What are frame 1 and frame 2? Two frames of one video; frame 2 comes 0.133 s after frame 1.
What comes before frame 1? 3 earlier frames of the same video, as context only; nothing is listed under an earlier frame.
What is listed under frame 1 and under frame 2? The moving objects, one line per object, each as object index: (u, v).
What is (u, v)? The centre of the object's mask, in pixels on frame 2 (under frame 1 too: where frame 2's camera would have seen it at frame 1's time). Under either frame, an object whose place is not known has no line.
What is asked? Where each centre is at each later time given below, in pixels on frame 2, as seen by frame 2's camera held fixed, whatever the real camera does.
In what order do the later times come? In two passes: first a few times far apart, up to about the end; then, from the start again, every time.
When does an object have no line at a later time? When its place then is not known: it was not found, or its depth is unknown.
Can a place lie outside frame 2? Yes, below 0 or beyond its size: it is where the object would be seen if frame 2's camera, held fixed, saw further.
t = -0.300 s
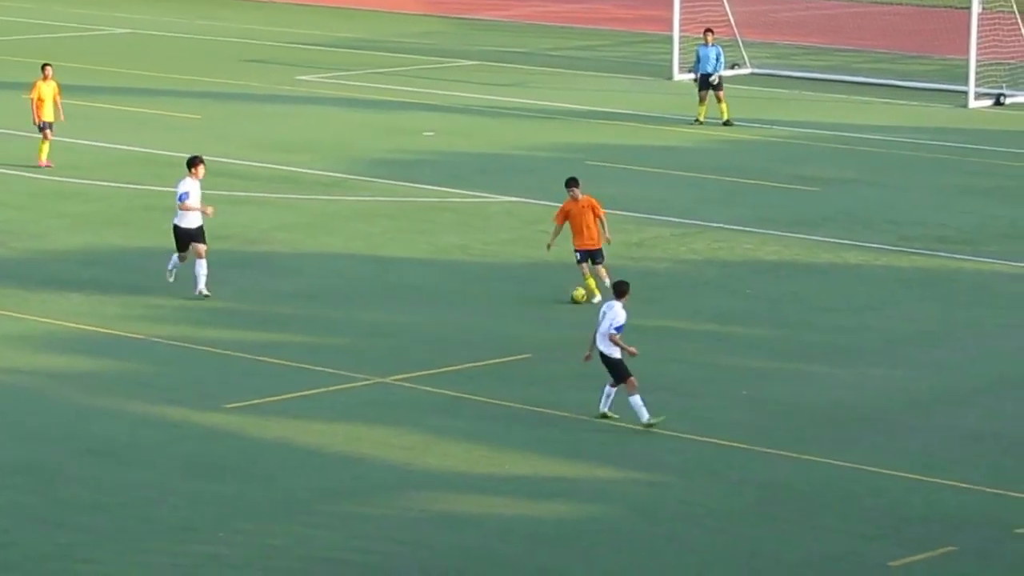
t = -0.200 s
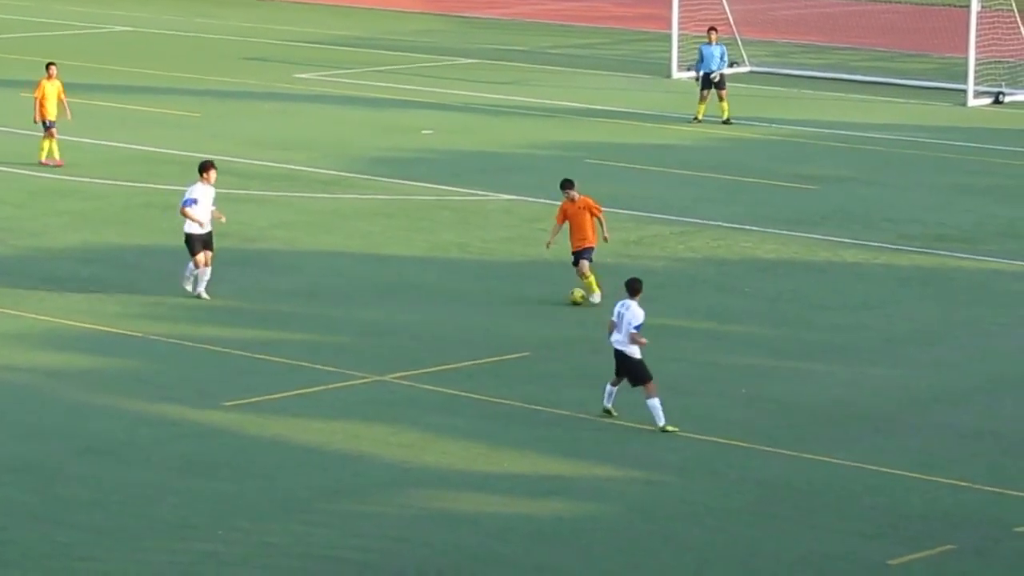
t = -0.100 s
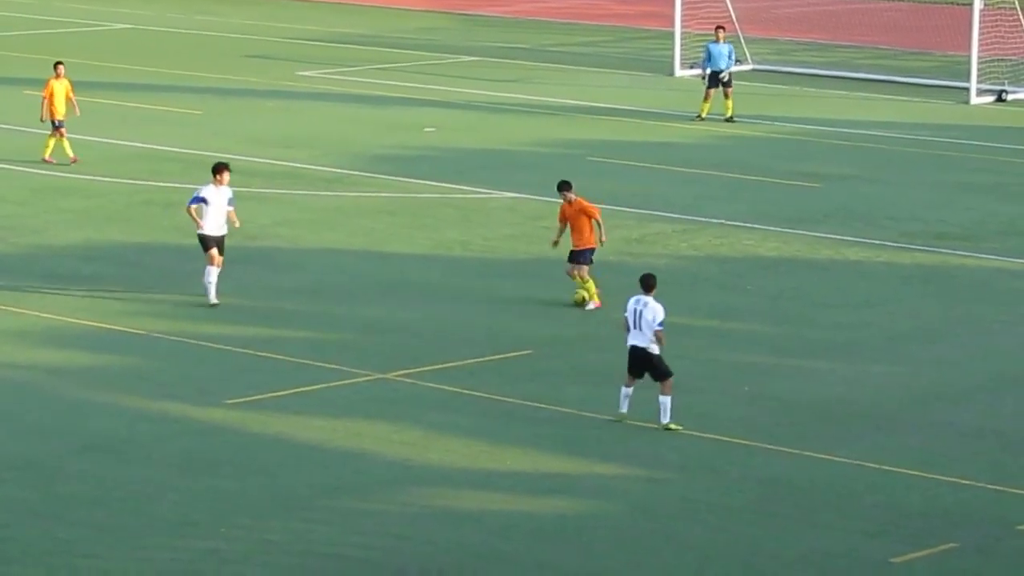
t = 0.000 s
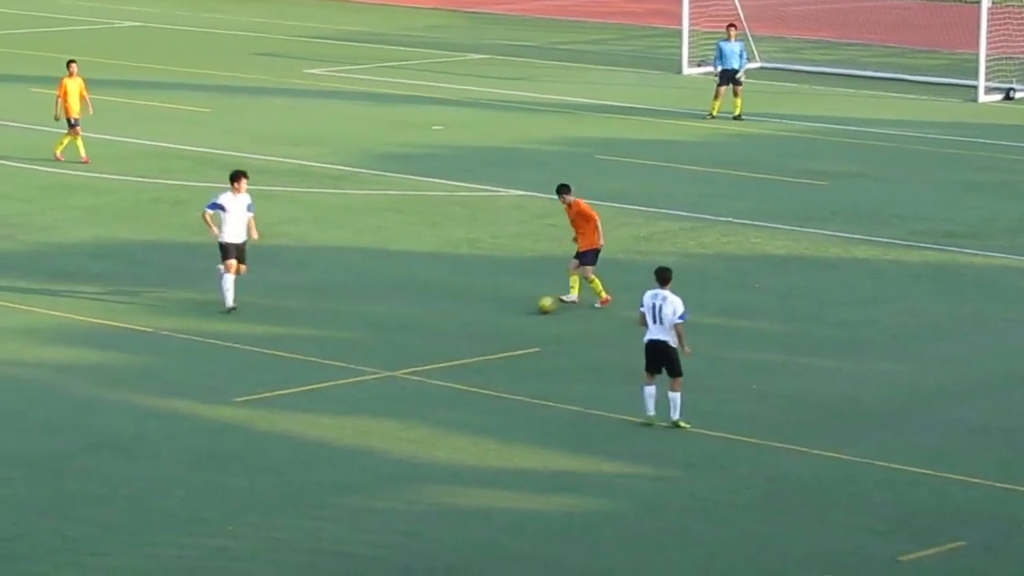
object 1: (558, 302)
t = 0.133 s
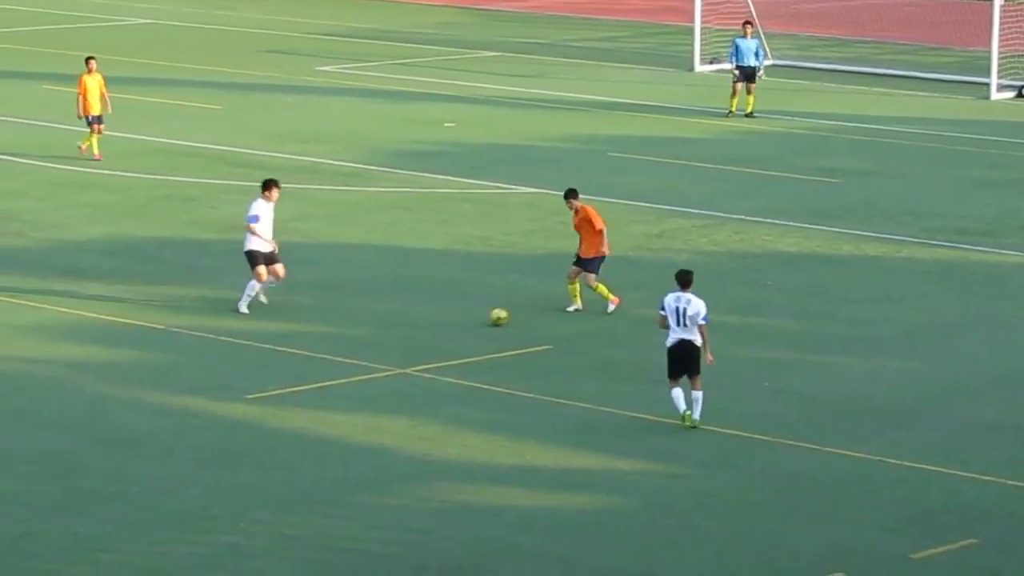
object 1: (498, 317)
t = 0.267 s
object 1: (443, 331)
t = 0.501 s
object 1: (355, 351)
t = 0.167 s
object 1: (484, 320)
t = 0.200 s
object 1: (470, 323)
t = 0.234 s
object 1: (456, 327)
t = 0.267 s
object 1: (443, 331)
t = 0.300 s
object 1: (429, 333)
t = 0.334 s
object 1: (417, 335)
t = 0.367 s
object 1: (403, 338)
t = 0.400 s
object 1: (391, 343)
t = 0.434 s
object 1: (379, 345)
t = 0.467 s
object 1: (367, 348)
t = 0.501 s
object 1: (355, 351)
